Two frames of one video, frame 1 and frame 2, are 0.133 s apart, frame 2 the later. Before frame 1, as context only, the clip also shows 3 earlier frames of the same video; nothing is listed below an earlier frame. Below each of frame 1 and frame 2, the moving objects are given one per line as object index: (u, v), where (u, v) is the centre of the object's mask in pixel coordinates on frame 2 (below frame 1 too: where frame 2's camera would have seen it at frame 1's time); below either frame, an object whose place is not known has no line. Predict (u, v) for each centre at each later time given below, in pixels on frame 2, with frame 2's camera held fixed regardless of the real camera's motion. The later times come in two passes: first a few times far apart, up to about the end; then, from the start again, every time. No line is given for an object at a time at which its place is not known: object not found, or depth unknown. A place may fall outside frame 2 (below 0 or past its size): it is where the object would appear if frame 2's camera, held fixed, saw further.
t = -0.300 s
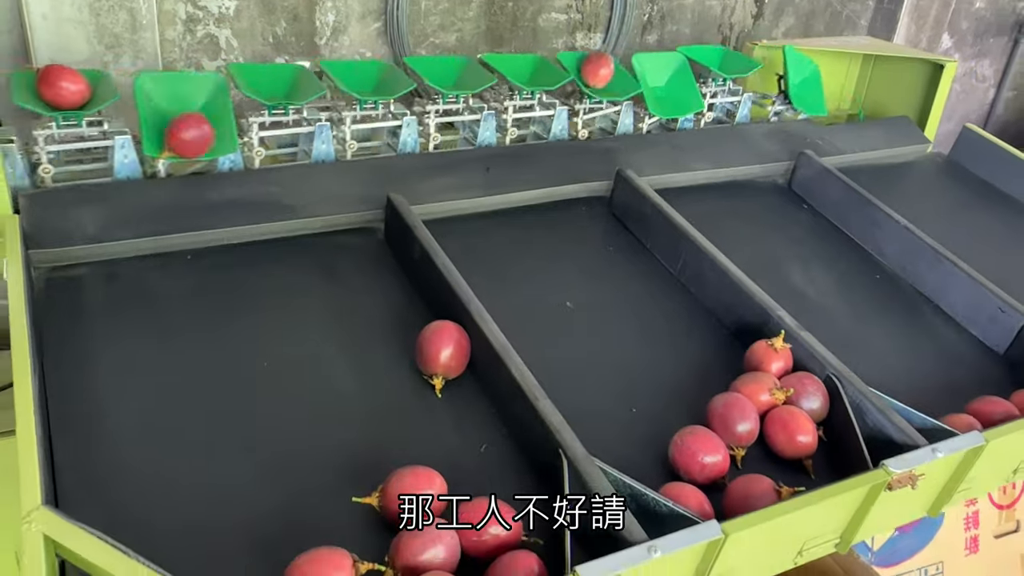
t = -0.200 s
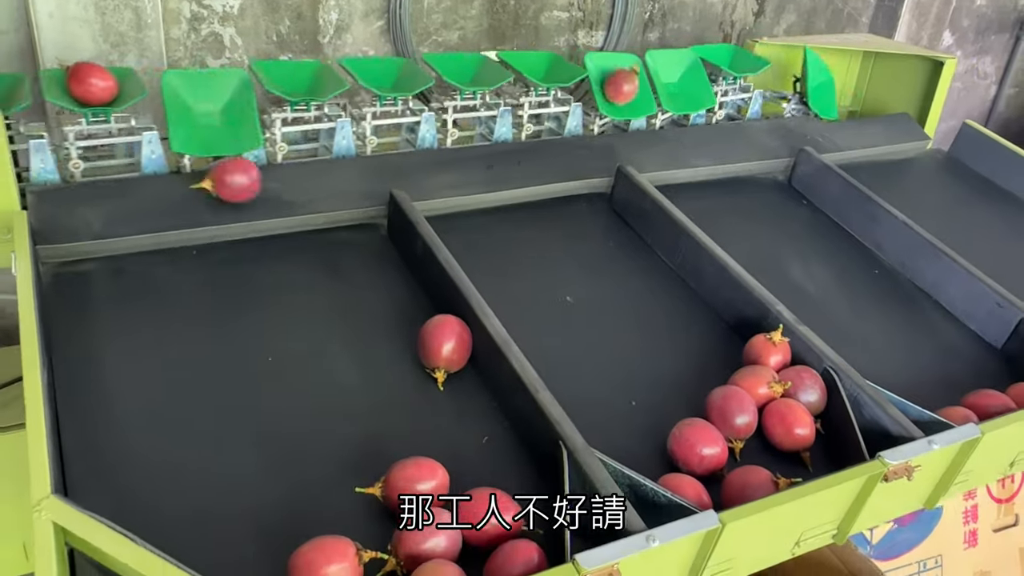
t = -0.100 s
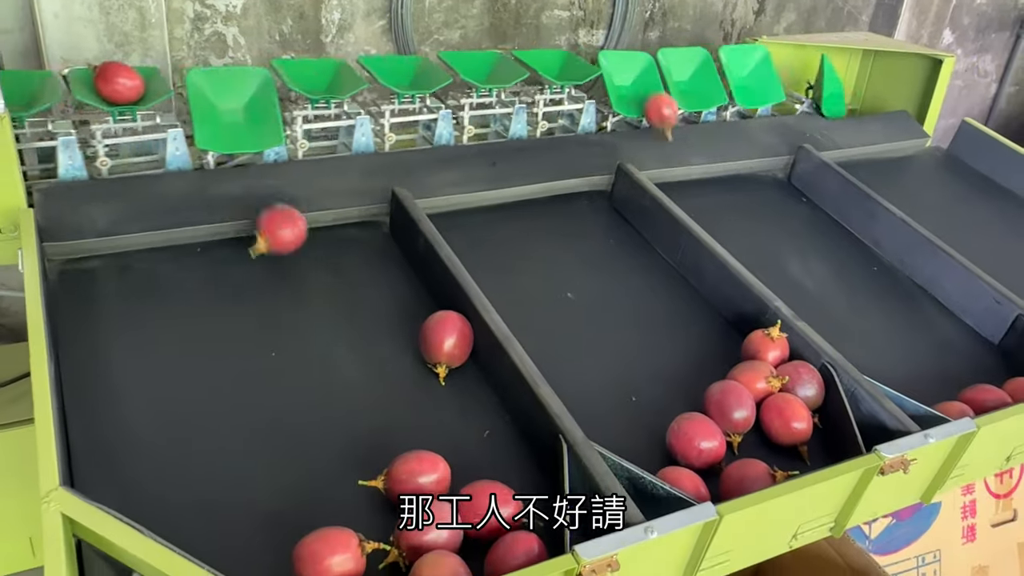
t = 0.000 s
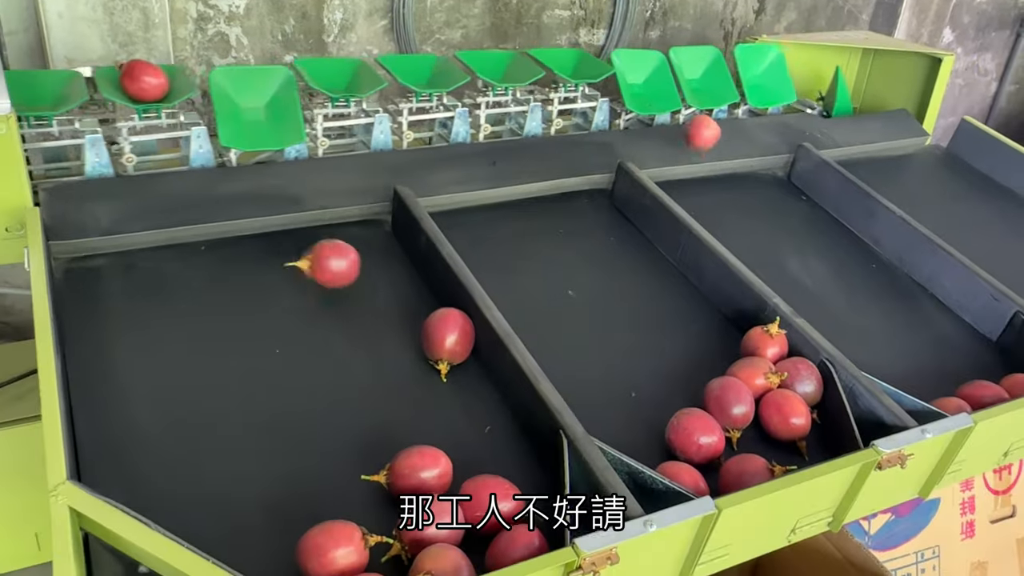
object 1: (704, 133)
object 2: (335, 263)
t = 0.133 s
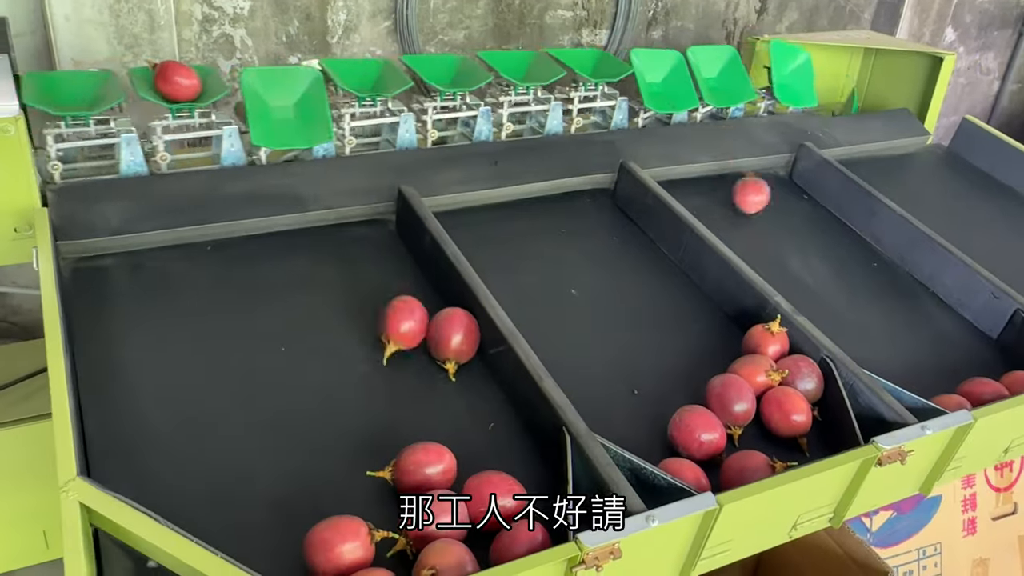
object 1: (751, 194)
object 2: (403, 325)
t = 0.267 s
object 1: (801, 226)
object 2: (396, 373)
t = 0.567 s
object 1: (907, 304)
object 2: (458, 429)
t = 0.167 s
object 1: (765, 194)
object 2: (399, 331)
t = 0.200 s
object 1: (777, 199)
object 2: (397, 339)
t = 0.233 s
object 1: (788, 208)
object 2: (397, 354)
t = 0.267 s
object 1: (801, 226)
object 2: (396, 373)
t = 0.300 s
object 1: (810, 237)
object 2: (401, 378)
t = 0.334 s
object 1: (822, 235)
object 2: (407, 391)
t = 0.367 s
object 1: (834, 239)
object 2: (412, 408)
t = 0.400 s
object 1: (845, 249)
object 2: (419, 413)
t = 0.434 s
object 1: (854, 265)
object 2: (427, 421)
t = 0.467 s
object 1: (866, 276)
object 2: (434, 425)
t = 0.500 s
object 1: (881, 281)
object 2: (443, 427)
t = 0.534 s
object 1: (894, 292)
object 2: (450, 426)
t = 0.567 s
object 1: (907, 304)
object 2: (458, 429)
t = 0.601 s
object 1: (920, 317)
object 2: (465, 432)
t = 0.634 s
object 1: (935, 324)
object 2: (471, 435)
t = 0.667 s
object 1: (952, 335)
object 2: (477, 441)
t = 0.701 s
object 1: (968, 351)
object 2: (483, 446)
